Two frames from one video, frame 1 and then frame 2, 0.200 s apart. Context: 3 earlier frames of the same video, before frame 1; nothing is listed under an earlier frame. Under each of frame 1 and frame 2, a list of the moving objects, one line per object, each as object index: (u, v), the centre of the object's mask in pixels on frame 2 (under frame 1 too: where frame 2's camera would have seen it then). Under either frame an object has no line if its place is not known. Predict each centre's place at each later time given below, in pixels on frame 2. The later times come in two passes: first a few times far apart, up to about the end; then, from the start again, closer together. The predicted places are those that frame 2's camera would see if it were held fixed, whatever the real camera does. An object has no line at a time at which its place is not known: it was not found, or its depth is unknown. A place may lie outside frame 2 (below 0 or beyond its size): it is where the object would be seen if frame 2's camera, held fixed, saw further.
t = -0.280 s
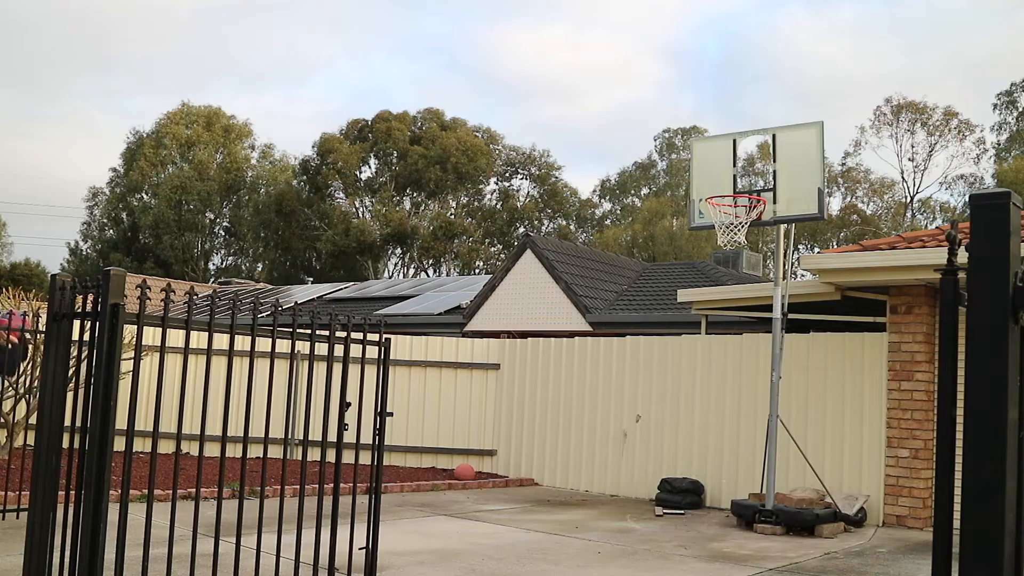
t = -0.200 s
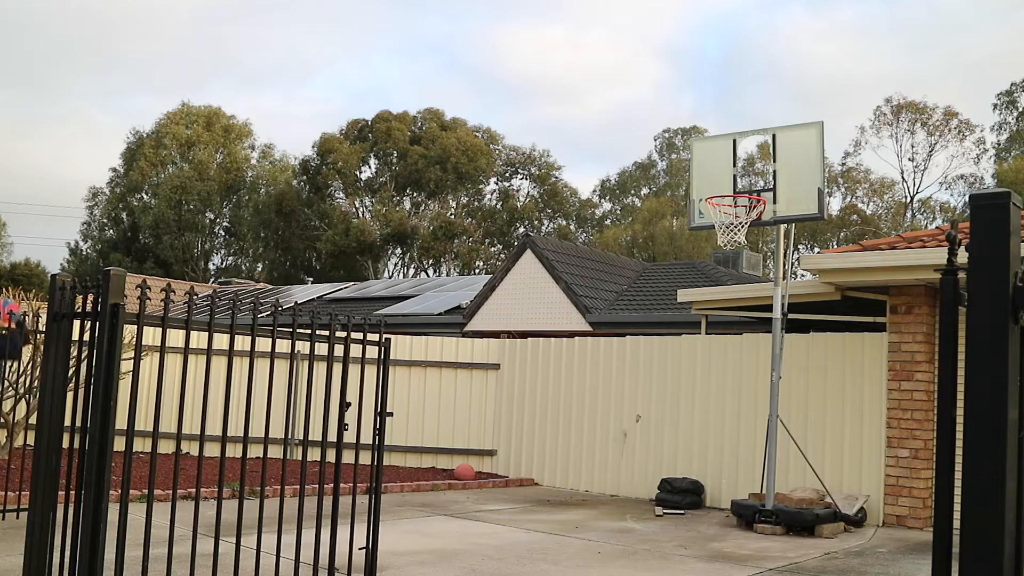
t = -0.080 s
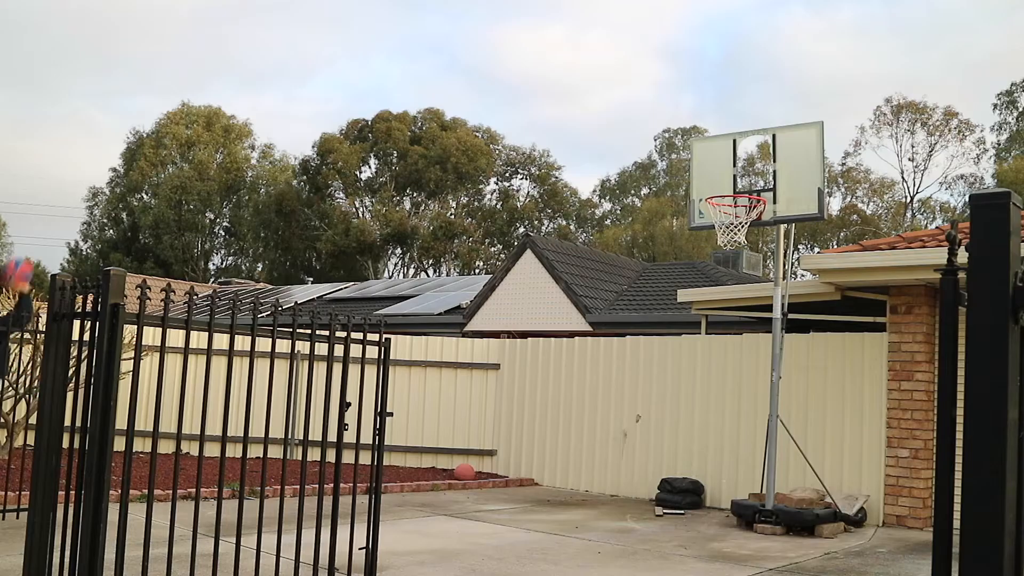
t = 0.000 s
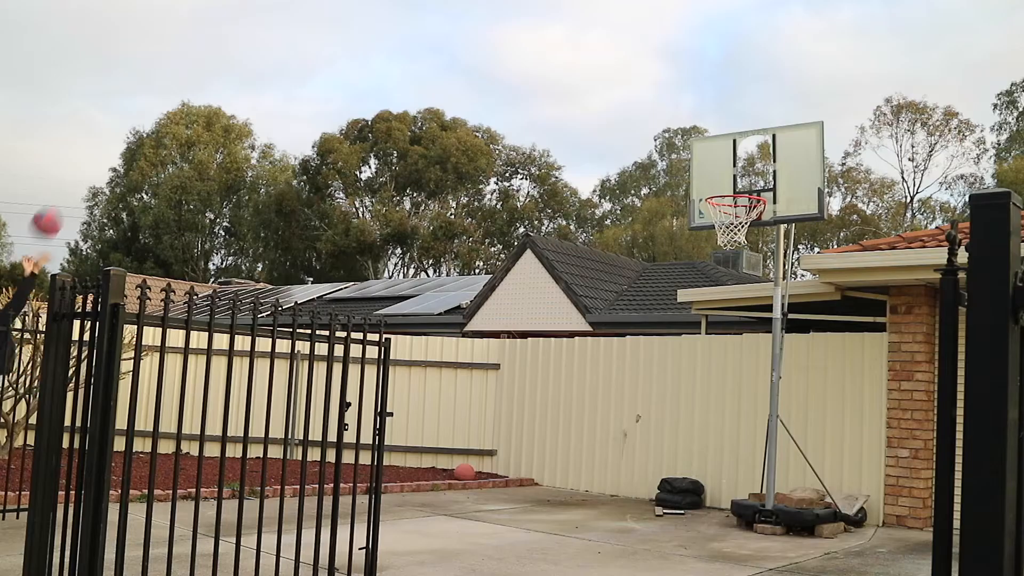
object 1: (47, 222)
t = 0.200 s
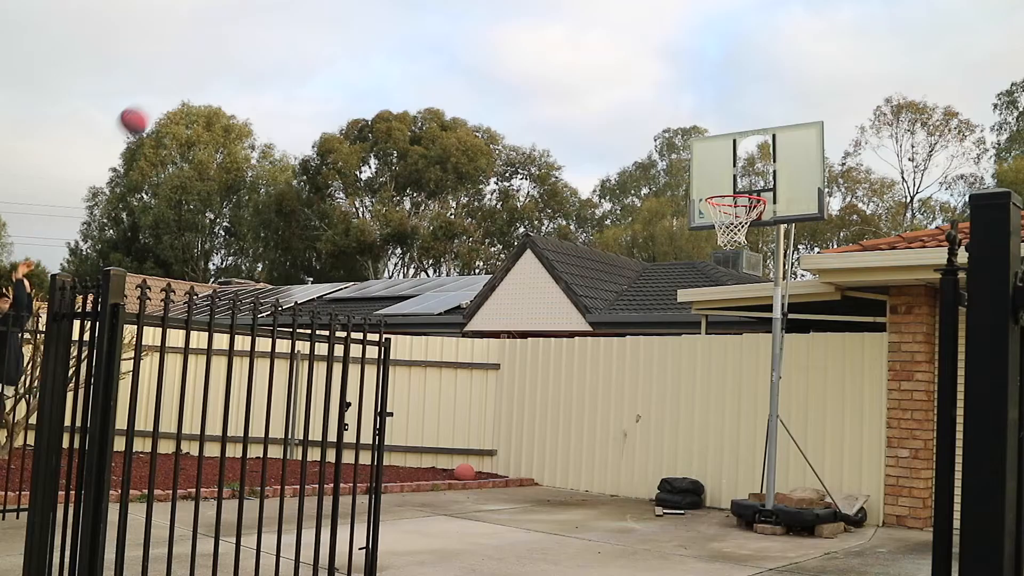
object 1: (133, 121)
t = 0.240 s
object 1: (150, 105)
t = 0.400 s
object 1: (215, 65)
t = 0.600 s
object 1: (291, 56)
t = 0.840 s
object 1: (381, 106)
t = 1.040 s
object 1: (453, 200)
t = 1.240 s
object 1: (524, 350)
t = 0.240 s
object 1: (150, 105)
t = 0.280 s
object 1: (167, 93)
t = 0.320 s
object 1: (183, 82)
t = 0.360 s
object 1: (198, 73)
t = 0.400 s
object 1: (215, 65)
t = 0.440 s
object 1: (230, 60)
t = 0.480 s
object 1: (245, 56)
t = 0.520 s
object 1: (261, 54)
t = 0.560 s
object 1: (276, 54)
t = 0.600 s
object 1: (291, 56)
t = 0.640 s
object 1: (307, 60)
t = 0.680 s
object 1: (321, 65)
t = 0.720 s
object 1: (336, 72)
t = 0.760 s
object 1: (351, 81)
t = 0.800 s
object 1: (366, 92)
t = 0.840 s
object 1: (381, 106)
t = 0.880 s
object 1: (395, 121)
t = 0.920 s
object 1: (409, 137)
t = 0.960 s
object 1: (424, 156)
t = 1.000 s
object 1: (438, 178)
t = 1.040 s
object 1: (453, 200)
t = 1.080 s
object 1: (468, 227)
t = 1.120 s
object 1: (483, 254)
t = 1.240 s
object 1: (524, 350)
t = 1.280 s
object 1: (539, 387)
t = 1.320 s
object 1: (553, 427)
